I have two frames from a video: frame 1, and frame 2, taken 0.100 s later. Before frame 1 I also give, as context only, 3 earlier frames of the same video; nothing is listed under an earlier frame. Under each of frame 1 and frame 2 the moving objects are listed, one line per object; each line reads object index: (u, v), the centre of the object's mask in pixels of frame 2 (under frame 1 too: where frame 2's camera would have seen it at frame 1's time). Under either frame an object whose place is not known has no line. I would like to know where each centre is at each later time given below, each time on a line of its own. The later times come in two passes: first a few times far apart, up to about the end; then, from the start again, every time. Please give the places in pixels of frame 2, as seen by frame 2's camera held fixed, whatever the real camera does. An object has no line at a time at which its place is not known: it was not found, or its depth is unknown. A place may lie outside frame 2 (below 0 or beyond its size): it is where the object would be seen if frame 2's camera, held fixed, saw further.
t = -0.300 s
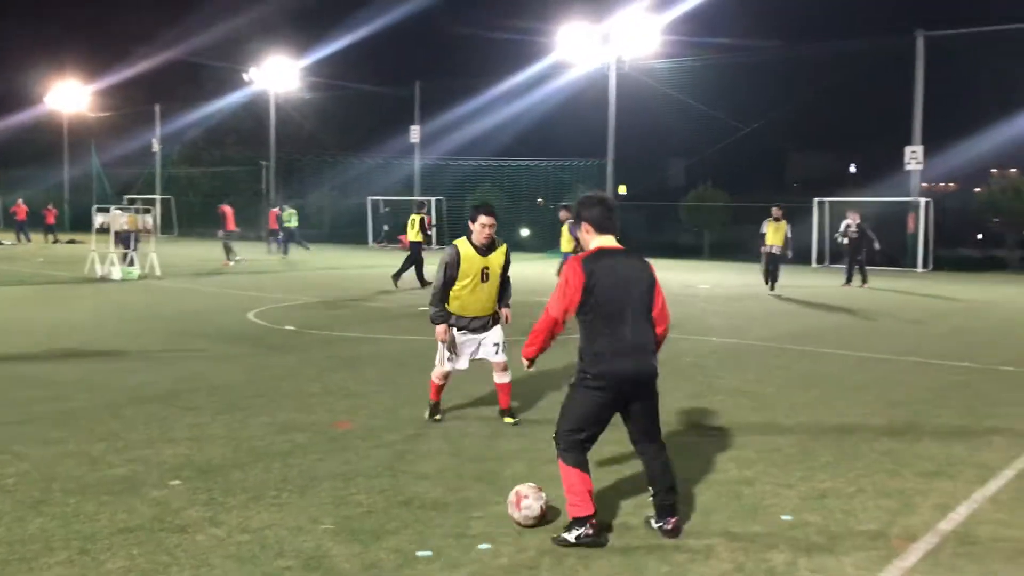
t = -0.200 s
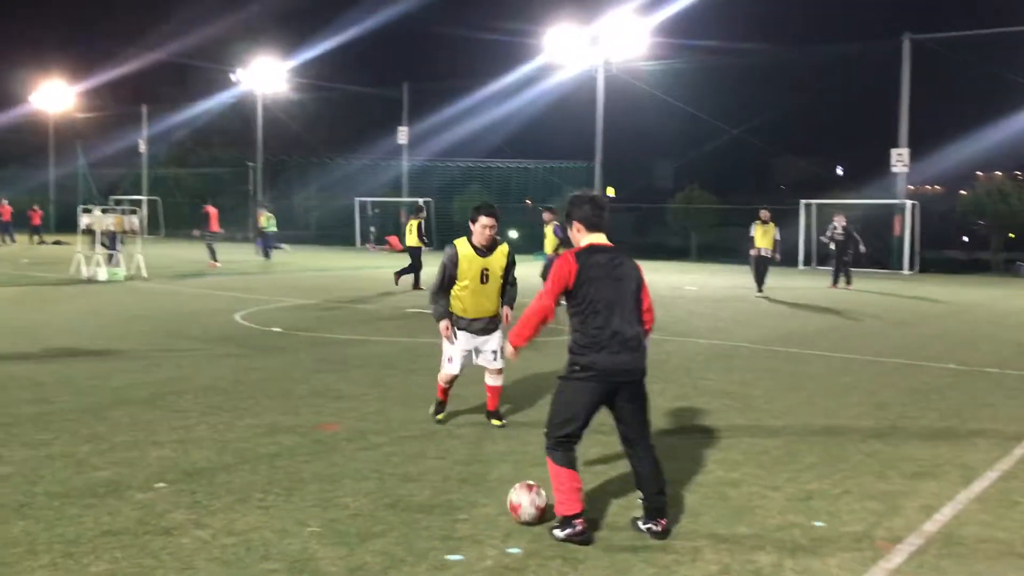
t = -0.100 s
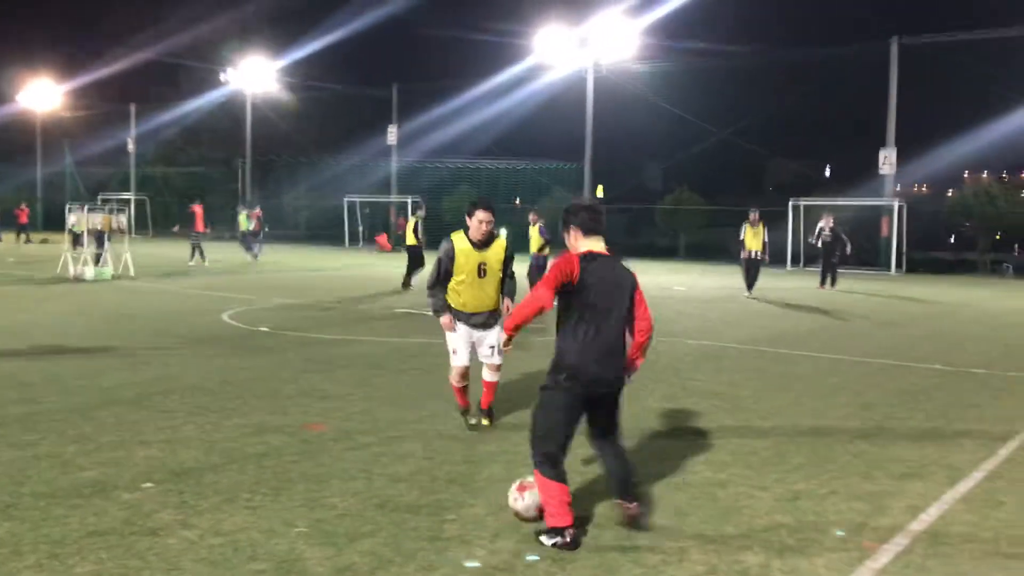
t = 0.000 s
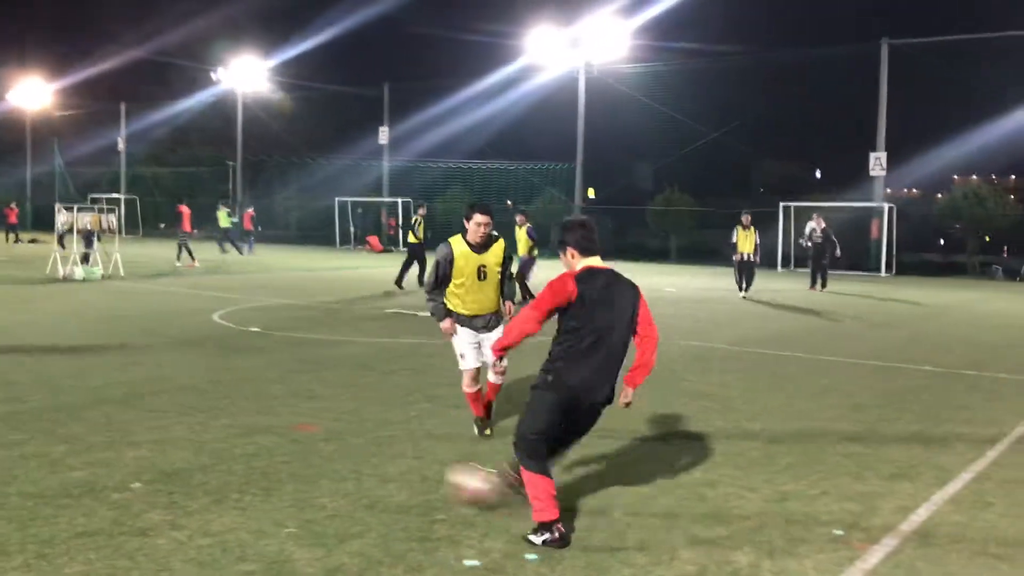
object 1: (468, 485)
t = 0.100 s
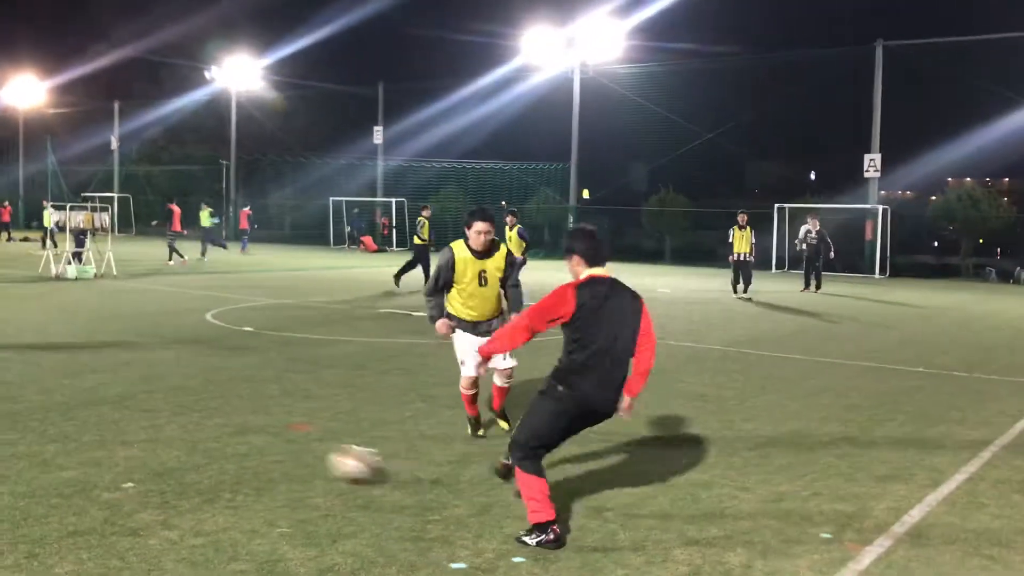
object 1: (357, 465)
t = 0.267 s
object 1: (216, 430)
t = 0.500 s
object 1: (88, 404)
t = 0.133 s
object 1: (325, 456)
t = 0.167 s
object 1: (292, 448)
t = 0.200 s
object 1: (264, 443)
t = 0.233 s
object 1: (240, 438)
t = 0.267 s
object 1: (216, 430)
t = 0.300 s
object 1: (195, 425)
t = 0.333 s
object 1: (174, 420)
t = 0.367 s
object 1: (153, 417)
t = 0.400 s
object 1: (135, 416)
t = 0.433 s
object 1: (117, 411)
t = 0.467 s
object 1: (102, 407)
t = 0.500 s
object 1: (88, 404)
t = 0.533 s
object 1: (73, 403)
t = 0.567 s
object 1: (60, 399)
